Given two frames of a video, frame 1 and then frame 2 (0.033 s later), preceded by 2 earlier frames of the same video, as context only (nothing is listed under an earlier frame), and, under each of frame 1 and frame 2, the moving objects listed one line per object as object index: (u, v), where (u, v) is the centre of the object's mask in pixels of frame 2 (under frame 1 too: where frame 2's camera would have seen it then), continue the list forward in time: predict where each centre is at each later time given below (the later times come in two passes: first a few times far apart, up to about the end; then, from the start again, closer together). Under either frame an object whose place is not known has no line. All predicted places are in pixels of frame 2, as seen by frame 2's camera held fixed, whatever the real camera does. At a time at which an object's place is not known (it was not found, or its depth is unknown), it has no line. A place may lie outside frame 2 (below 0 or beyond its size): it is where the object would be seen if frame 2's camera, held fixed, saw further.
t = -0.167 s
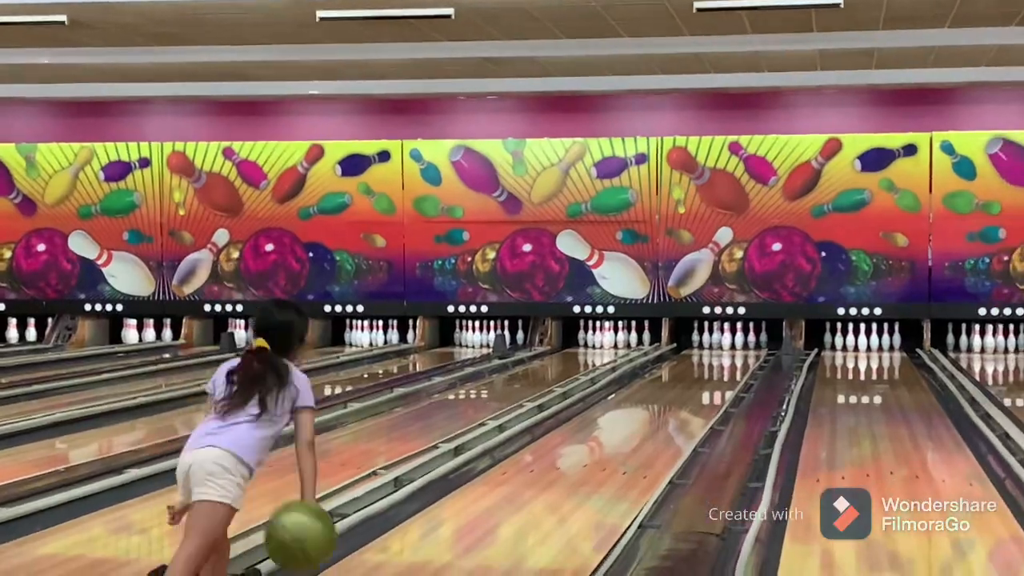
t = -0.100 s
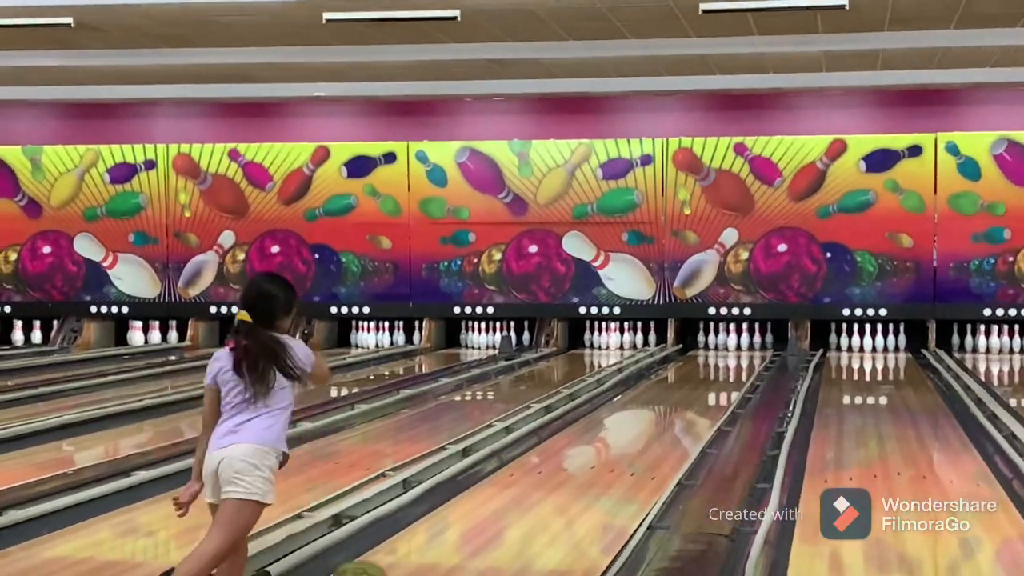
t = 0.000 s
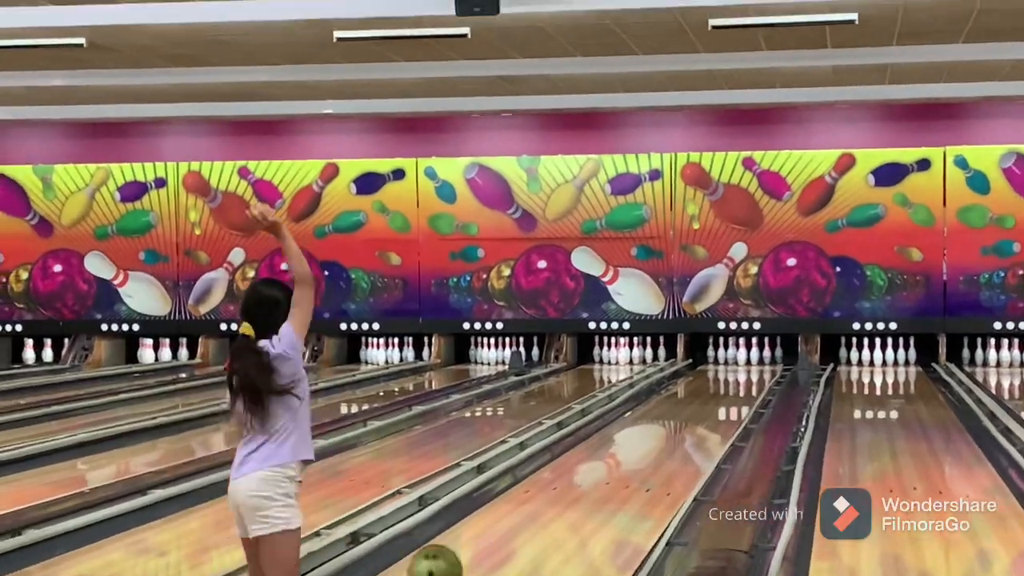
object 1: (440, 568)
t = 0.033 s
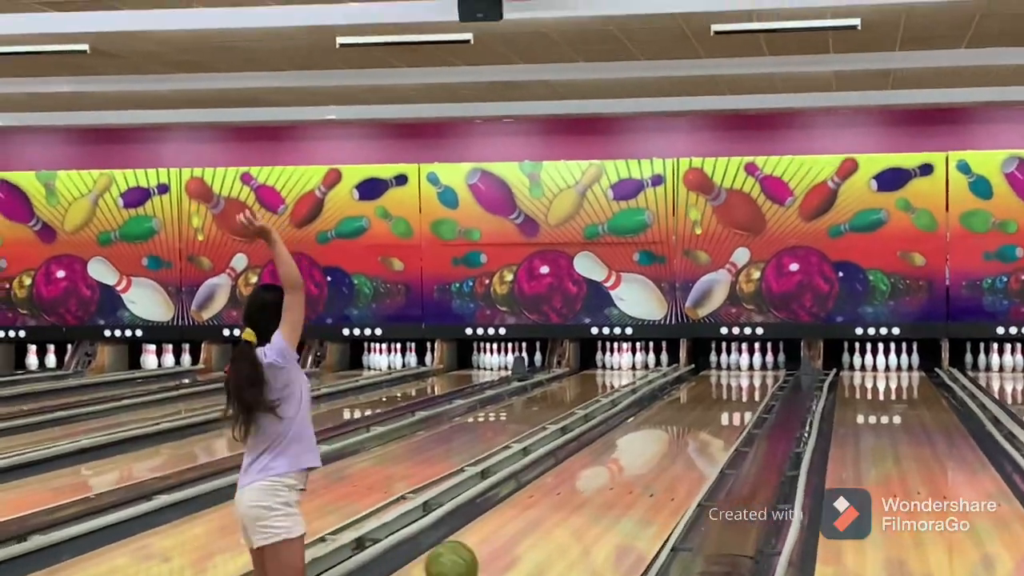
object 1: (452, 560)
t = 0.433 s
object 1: (563, 476)
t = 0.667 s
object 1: (597, 448)
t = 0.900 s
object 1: (616, 429)
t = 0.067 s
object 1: (463, 550)
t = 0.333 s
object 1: (542, 490)
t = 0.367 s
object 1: (549, 486)
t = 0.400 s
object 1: (556, 480)
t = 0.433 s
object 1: (563, 476)
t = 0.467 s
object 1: (571, 471)
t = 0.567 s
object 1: (586, 459)
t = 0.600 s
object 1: (590, 455)
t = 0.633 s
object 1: (593, 452)
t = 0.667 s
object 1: (597, 448)
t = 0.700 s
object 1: (599, 445)
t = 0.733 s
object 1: (602, 442)
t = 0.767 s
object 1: (604, 439)
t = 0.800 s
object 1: (607, 436)
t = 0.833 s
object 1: (610, 434)
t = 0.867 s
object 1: (613, 431)
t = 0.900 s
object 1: (616, 429)
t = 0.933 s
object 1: (620, 426)
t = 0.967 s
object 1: (622, 424)
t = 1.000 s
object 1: (624, 422)
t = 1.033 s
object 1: (626, 421)
